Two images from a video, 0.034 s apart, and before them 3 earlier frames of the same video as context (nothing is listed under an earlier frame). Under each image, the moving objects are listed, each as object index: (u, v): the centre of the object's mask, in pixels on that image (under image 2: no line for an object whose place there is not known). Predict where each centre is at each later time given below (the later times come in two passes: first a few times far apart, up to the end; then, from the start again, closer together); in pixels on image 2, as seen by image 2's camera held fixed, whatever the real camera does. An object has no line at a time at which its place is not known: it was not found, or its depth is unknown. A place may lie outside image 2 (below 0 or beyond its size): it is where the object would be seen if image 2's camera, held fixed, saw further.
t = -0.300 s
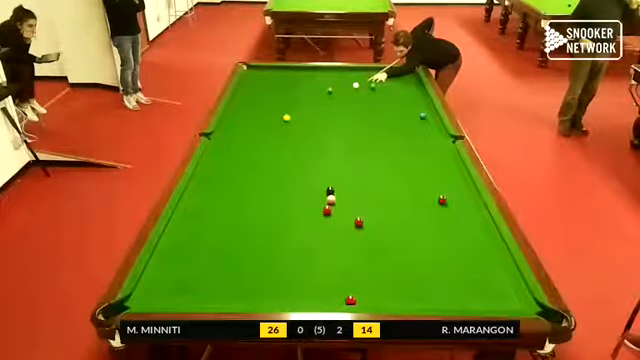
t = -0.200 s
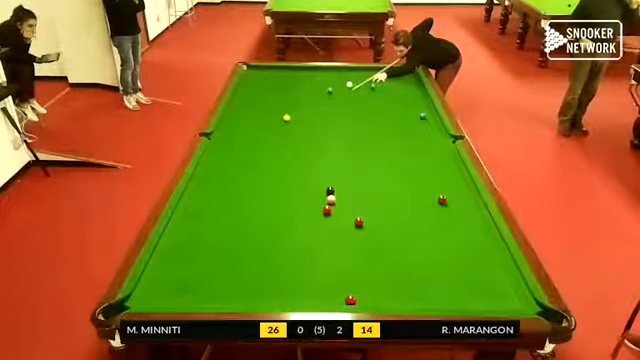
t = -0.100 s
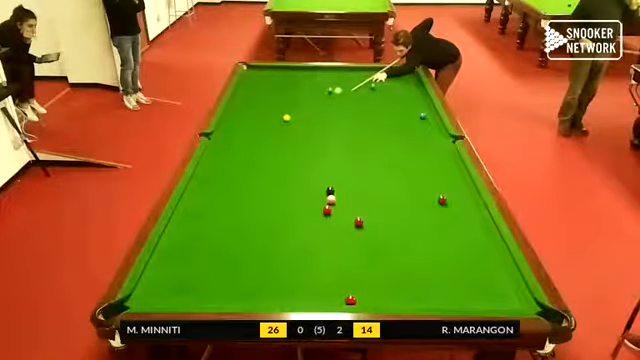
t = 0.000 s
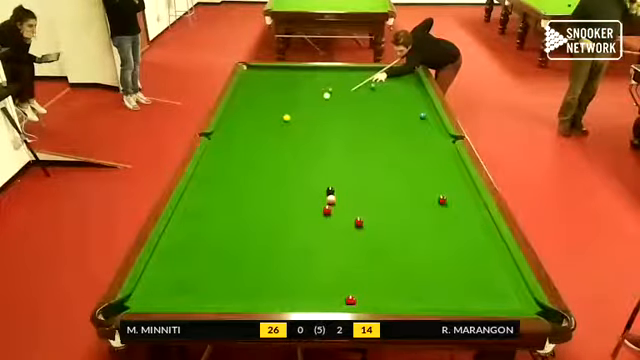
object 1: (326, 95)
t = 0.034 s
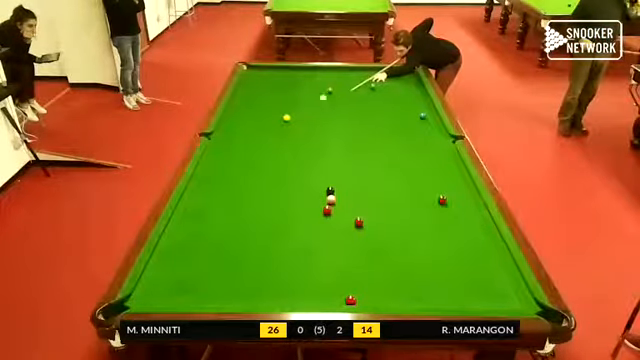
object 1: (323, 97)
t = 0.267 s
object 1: (302, 106)
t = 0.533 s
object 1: (273, 116)
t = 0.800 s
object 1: (248, 125)
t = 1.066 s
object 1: (221, 135)
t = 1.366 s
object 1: (228, 137)
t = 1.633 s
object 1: (249, 136)
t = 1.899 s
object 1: (268, 135)
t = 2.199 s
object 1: (288, 133)
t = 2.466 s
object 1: (305, 133)
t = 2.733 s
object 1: (320, 132)
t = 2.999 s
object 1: (336, 131)
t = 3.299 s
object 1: (351, 130)
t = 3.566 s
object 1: (363, 130)
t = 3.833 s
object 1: (375, 129)
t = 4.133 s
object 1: (387, 128)
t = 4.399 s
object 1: (396, 128)
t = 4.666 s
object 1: (405, 128)
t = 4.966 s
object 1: (413, 127)
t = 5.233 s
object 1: (420, 127)
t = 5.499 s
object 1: (426, 126)
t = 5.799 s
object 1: (431, 126)
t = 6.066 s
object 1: (434, 126)
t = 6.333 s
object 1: (437, 126)
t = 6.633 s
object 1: (439, 126)
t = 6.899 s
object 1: (439, 126)
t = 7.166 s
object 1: (439, 126)
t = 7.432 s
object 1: (440, 126)
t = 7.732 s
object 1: (440, 126)
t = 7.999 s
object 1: (440, 126)
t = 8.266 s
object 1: (440, 126)
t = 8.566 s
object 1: (440, 126)
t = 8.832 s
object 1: (440, 126)
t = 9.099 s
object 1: (440, 126)
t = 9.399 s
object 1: (440, 126)
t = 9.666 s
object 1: (440, 126)
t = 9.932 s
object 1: (440, 126)
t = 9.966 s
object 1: (440, 126)
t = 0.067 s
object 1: (320, 100)
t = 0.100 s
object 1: (316, 101)
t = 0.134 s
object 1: (313, 101)
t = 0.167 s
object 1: (309, 103)
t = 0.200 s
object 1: (307, 104)
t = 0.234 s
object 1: (304, 105)
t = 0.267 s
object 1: (302, 106)
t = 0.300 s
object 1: (298, 107)
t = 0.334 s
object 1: (295, 108)
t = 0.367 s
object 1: (292, 109)
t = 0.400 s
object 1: (290, 110)
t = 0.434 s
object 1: (286, 110)
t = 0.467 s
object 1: (284, 112)
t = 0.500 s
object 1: (275, 115)
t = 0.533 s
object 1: (273, 116)
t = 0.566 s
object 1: (271, 117)
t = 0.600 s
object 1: (268, 118)
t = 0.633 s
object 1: (265, 119)
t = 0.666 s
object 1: (262, 120)
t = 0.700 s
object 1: (259, 122)
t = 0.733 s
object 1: (255, 122)
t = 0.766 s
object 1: (252, 124)
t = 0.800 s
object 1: (248, 125)
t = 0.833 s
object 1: (245, 126)
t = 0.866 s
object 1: (242, 128)
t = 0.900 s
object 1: (238, 129)
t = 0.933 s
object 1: (235, 130)
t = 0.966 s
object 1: (232, 131)
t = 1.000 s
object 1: (228, 132)
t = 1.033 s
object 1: (225, 134)
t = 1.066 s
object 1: (221, 135)
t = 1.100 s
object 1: (217, 136)
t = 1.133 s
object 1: (214, 137)
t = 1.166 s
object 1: (211, 138)
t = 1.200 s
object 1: (214, 138)
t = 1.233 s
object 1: (217, 138)
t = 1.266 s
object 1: (220, 138)
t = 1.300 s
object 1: (223, 138)
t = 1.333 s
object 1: (225, 137)
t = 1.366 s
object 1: (228, 137)
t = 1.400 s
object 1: (231, 137)
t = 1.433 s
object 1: (233, 137)
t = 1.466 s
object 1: (236, 137)
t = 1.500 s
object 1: (238, 137)
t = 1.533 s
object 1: (241, 136)
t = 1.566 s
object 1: (243, 136)
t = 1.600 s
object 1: (246, 136)
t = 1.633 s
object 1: (249, 136)
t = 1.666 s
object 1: (251, 136)
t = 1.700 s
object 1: (253, 136)
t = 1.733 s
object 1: (256, 136)
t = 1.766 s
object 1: (259, 136)
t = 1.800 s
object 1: (260, 135)
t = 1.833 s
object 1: (264, 135)
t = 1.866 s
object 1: (266, 135)
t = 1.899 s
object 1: (268, 135)
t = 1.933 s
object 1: (270, 135)
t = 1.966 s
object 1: (272, 134)
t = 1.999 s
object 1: (275, 134)
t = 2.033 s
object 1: (277, 134)
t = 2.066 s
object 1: (279, 134)
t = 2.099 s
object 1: (281, 134)
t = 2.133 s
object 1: (283, 134)
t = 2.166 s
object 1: (286, 134)
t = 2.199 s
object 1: (288, 133)
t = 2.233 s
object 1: (290, 133)
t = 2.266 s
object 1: (292, 133)
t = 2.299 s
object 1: (294, 133)
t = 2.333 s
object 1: (296, 133)
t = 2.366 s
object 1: (299, 133)
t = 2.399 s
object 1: (301, 133)
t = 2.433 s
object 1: (303, 133)
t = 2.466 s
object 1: (305, 133)
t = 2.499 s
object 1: (307, 132)
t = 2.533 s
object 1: (309, 132)
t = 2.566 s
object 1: (311, 132)
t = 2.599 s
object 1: (313, 132)
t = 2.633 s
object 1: (315, 132)
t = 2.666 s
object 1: (316, 132)
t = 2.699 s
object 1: (318, 132)
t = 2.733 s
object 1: (320, 132)
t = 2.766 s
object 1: (323, 132)
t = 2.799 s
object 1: (325, 132)
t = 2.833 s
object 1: (326, 132)
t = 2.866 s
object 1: (328, 132)
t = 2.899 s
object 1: (330, 131)
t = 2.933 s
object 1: (332, 131)
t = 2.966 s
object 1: (334, 131)
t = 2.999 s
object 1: (336, 131)
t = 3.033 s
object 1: (337, 131)
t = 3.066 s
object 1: (339, 131)
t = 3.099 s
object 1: (341, 131)
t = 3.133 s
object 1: (342, 130)
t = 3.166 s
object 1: (344, 131)
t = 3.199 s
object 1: (346, 130)
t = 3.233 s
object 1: (347, 130)
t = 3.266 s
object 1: (349, 130)
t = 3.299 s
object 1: (351, 130)
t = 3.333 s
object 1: (352, 130)
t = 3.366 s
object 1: (354, 130)
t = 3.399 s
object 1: (355, 130)
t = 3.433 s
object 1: (357, 130)
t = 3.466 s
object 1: (359, 130)
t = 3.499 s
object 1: (360, 130)
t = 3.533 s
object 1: (362, 129)
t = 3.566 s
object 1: (363, 130)
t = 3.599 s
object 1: (365, 129)
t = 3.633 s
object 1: (366, 129)
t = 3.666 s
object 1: (368, 129)
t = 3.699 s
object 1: (369, 129)
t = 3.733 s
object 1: (370, 129)
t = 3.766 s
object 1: (372, 129)
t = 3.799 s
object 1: (374, 129)
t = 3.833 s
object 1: (375, 129)
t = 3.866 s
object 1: (376, 129)
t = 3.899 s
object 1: (377, 129)
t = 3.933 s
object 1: (379, 129)
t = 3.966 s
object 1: (380, 129)
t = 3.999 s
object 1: (381, 129)
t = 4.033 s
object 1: (383, 128)
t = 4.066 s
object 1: (384, 128)
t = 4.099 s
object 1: (385, 128)
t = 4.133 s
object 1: (387, 128)
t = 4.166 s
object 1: (388, 128)
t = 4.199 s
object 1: (389, 128)
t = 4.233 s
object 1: (390, 128)
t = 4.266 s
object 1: (392, 128)
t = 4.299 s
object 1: (393, 128)
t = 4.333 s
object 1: (394, 128)
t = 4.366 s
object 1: (395, 128)
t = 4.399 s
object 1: (396, 128)
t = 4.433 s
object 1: (398, 128)
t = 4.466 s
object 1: (399, 128)
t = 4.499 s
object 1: (399, 128)
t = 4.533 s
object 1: (401, 128)
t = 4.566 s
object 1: (402, 128)
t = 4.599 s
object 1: (403, 128)
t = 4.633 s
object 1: (404, 128)
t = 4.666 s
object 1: (405, 128)
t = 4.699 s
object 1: (406, 127)
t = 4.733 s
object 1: (407, 127)
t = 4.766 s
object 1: (408, 127)
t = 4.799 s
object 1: (409, 127)
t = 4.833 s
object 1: (410, 127)
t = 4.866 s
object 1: (411, 127)
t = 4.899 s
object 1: (411, 127)
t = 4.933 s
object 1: (413, 127)
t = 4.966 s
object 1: (413, 127)
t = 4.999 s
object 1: (414, 127)
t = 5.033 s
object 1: (415, 127)
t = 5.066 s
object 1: (416, 127)
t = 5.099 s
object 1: (417, 127)
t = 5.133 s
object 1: (417, 127)
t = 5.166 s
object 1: (418, 127)
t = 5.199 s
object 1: (419, 127)
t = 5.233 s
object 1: (420, 127)
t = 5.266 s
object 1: (421, 127)
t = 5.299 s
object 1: (421, 127)
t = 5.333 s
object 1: (422, 127)
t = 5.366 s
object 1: (422, 127)
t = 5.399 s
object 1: (424, 127)
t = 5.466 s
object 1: (425, 127)
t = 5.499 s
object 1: (426, 126)
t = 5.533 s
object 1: (427, 126)
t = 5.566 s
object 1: (427, 126)
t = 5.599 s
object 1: (427, 126)
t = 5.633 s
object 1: (428, 126)
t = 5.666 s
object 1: (428, 126)
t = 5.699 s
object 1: (428, 126)
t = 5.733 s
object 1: (428, 126)
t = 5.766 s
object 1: (431, 126)
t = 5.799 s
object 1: (431, 126)
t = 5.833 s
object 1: (432, 126)
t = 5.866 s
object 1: (432, 126)
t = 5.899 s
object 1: (432, 126)
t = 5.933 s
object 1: (432, 126)
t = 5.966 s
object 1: (432, 126)
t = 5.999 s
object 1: (434, 126)
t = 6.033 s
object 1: (434, 126)
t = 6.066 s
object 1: (434, 126)
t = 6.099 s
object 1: (435, 126)
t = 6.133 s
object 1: (435, 126)
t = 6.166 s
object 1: (436, 126)
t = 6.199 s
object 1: (436, 126)
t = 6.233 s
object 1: (436, 126)
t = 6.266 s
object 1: (436, 126)
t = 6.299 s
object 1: (436, 126)
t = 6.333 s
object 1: (437, 126)
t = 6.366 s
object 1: (437, 126)
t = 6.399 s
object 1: (437, 126)
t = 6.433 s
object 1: (437, 126)
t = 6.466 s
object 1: (438, 126)
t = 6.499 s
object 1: (438, 126)
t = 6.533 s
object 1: (439, 126)
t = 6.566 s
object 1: (439, 126)
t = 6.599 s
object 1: (439, 126)
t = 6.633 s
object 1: (439, 126)
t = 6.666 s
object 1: (439, 126)
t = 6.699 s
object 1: (439, 126)
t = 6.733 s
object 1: (439, 126)
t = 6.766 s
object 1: (439, 126)
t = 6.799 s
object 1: (439, 126)
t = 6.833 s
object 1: (439, 126)
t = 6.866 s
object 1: (439, 126)
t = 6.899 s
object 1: (439, 126)
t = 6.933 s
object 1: (439, 126)
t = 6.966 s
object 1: (439, 126)
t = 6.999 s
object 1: (439, 126)
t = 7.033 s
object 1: (439, 126)
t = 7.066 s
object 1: (439, 126)
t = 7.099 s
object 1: (439, 126)
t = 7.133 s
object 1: (439, 126)
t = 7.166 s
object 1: (439, 126)
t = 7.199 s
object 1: (439, 126)
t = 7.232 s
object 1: (440, 126)
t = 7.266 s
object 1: (440, 126)
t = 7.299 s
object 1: (440, 126)
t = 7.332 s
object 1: (440, 126)
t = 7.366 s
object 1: (440, 126)
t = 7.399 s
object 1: (440, 126)
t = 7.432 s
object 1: (440, 126)
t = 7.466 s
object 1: (440, 126)
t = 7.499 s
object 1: (440, 126)
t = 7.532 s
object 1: (440, 126)
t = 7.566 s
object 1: (440, 126)
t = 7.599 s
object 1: (440, 126)
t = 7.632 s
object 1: (440, 126)
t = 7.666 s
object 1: (440, 126)
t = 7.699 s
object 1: (440, 126)
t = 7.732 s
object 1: (440, 126)
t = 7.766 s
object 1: (440, 126)
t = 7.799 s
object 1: (440, 126)
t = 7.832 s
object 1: (440, 126)
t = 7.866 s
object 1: (440, 126)
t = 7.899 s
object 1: (440, 126)
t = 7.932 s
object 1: (440, 126)
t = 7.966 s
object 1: (440, 126)
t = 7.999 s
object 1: (440, 126)
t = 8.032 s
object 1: (440, 126)
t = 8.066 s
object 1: (440, 126)
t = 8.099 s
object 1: (440, 126)
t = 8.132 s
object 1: (440, 126)
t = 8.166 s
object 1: (440, 126)
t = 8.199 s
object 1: (440, 126)
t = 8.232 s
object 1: (440, 126)
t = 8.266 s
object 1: (440, 126)
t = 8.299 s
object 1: (440, 126)
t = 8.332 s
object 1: (440, 126)
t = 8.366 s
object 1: (440, 126)
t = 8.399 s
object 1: (440, 126)
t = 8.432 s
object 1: (440, 126)
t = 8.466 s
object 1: (440, 126)
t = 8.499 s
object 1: (440, 126)
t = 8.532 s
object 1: (440, 126)
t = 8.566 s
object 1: (440, 126)
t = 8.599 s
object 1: (440, 126)
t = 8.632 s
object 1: (440, 126)
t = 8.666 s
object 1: (440, 126)
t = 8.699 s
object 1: (440, 126)
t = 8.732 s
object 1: (440, 126)
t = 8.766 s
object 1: (440, 126)
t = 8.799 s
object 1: (440, 126)
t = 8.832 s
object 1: (440, 126)
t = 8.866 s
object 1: (440, 126)
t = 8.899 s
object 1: (440, 126)
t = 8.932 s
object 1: (440, 126)
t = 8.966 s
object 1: (440, 126)
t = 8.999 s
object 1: (440, 126)
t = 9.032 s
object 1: (440, 126)
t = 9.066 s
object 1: (440, 126)
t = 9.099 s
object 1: (440, 126)
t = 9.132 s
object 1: (440, 126)
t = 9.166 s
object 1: (440, 126)
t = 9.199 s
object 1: (440, 126)
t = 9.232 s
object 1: (440, 126)
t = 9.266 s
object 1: (440, 126)
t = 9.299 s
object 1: (440, 126)
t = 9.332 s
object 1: (440, 126)
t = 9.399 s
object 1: (440, 126)
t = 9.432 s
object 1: (440, 126)
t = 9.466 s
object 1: (440, 126)
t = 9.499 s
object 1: (440, 126)
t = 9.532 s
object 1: (440, 126)
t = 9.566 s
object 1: (440, 126)
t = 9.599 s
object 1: (440, 126)
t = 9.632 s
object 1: (440, 126)
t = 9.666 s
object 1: (440, 126)
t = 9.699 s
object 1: (440, 126)
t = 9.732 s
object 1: (440, 126)
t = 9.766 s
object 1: (440, 126)
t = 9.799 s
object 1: (440, 126)
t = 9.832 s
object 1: (440, 126)
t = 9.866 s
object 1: (440, 126)
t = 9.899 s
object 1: (440, 126)
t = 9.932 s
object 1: (440, 126)
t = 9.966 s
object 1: (440, 126)
